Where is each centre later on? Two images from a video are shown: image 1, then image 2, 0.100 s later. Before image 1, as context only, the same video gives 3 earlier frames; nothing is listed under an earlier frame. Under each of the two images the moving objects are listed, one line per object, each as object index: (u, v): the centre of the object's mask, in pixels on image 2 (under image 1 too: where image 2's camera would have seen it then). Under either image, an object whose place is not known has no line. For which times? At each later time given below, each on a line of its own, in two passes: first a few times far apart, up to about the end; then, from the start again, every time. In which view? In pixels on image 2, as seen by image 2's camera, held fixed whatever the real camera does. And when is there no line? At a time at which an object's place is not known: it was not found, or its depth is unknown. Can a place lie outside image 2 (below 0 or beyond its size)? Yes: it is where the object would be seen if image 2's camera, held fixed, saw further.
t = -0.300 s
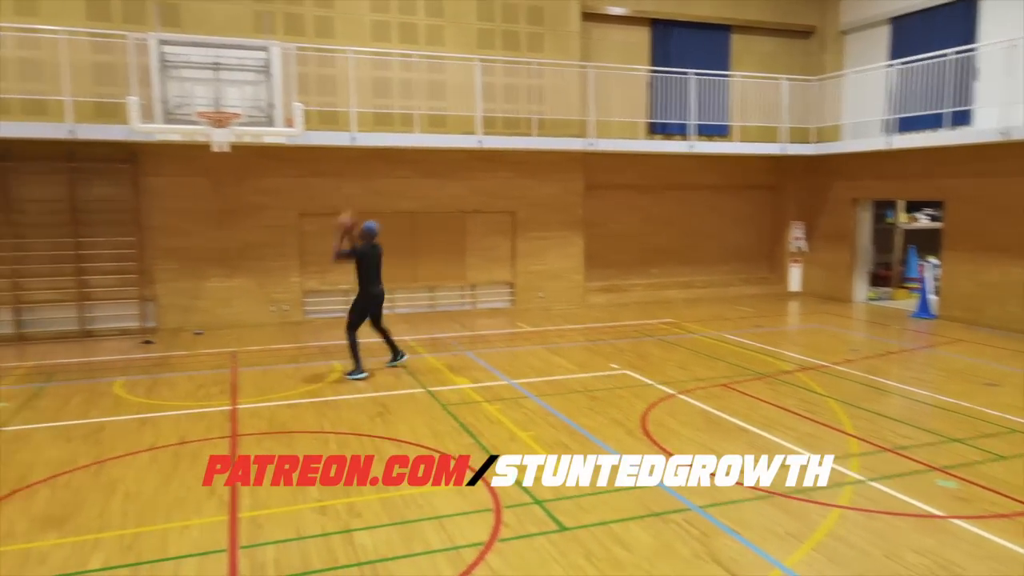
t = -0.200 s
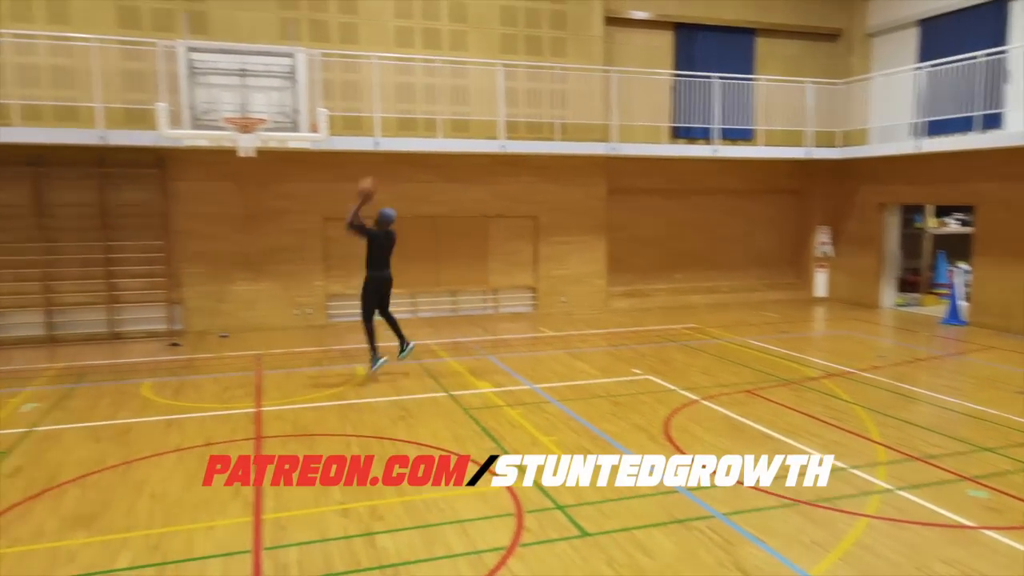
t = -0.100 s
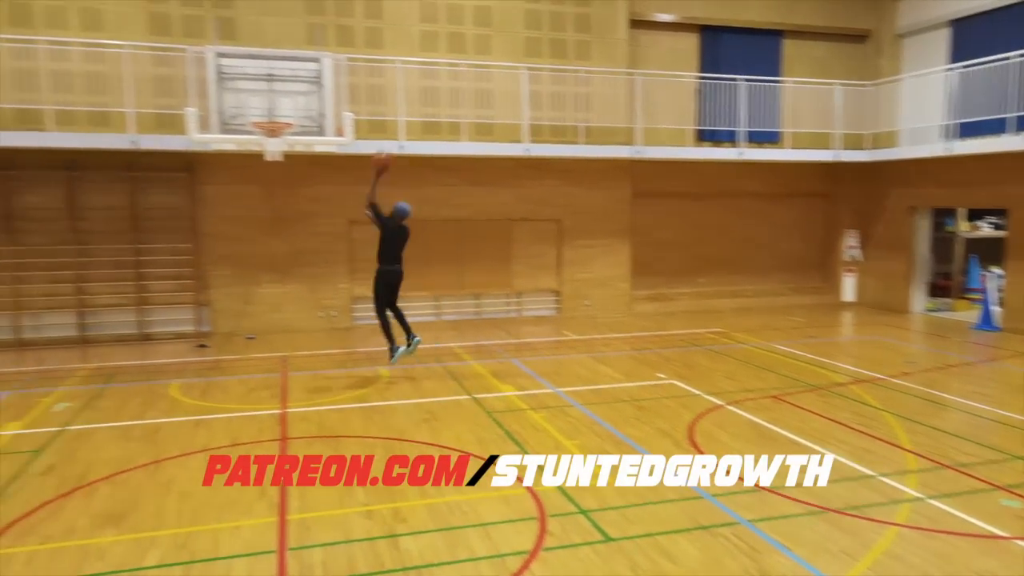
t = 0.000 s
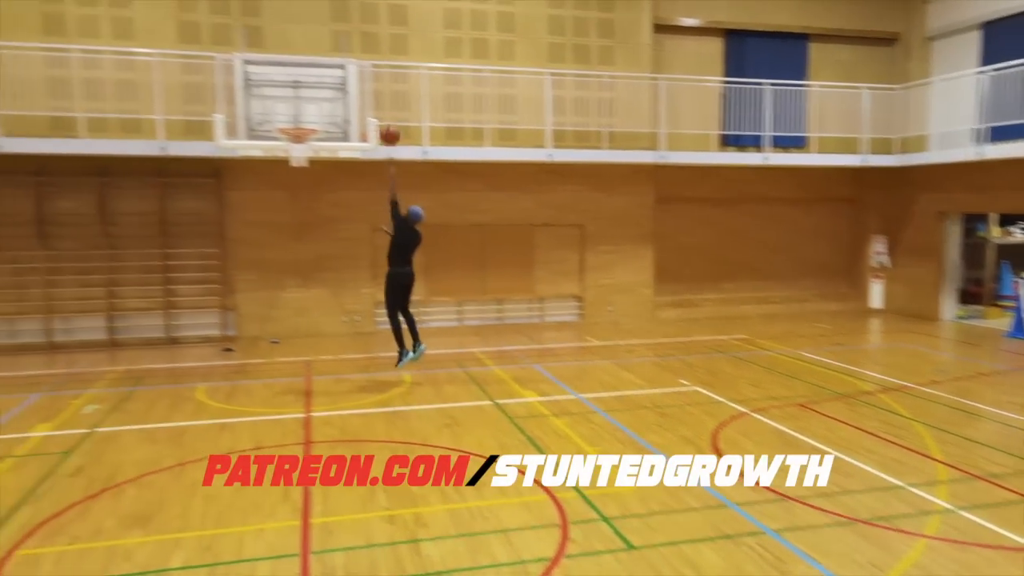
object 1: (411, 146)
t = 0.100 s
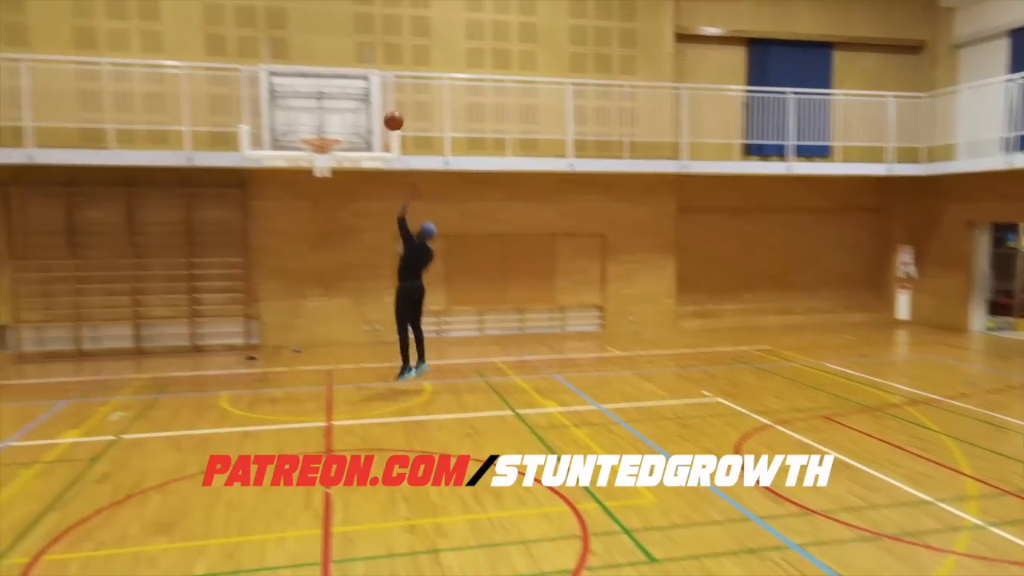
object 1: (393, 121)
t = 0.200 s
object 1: (375, 105)
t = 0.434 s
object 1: (338, 101)
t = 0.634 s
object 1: (315, 131)
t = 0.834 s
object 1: (332, 160)
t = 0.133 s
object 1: (387, 115)
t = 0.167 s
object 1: (381, 109)
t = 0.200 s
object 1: (375, 105)
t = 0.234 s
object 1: (370, 102)
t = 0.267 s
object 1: (363, 100)
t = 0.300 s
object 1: (358, 98)
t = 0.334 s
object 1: (352, 98)
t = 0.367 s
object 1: (347, 98)
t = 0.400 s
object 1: (342, 99)
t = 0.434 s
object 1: (338, 101)
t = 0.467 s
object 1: (334, 104)
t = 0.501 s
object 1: (331, 108)
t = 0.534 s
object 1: (326, 113)
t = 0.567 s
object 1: (323, 118)
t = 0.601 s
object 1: (319, 126)
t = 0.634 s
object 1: (315, 131)
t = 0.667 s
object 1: (313, 141)
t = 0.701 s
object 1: (318, 147)
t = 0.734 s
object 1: (324, 153)
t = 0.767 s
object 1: (329, 158)
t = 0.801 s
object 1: (331, 159)
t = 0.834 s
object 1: (332, 160)
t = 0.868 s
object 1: (331, 160)
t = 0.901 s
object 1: (330, 160)
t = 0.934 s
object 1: (329, 162)
